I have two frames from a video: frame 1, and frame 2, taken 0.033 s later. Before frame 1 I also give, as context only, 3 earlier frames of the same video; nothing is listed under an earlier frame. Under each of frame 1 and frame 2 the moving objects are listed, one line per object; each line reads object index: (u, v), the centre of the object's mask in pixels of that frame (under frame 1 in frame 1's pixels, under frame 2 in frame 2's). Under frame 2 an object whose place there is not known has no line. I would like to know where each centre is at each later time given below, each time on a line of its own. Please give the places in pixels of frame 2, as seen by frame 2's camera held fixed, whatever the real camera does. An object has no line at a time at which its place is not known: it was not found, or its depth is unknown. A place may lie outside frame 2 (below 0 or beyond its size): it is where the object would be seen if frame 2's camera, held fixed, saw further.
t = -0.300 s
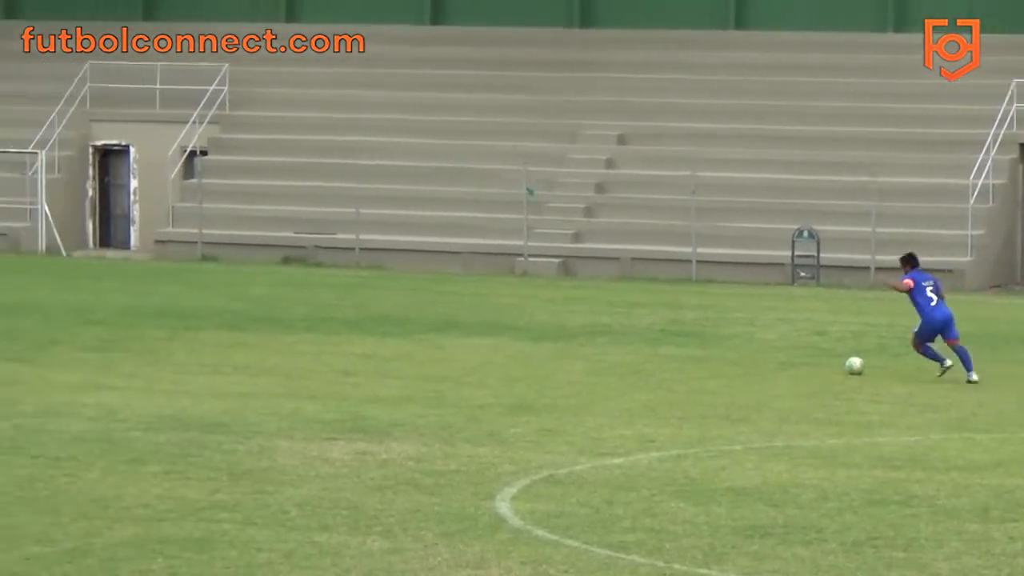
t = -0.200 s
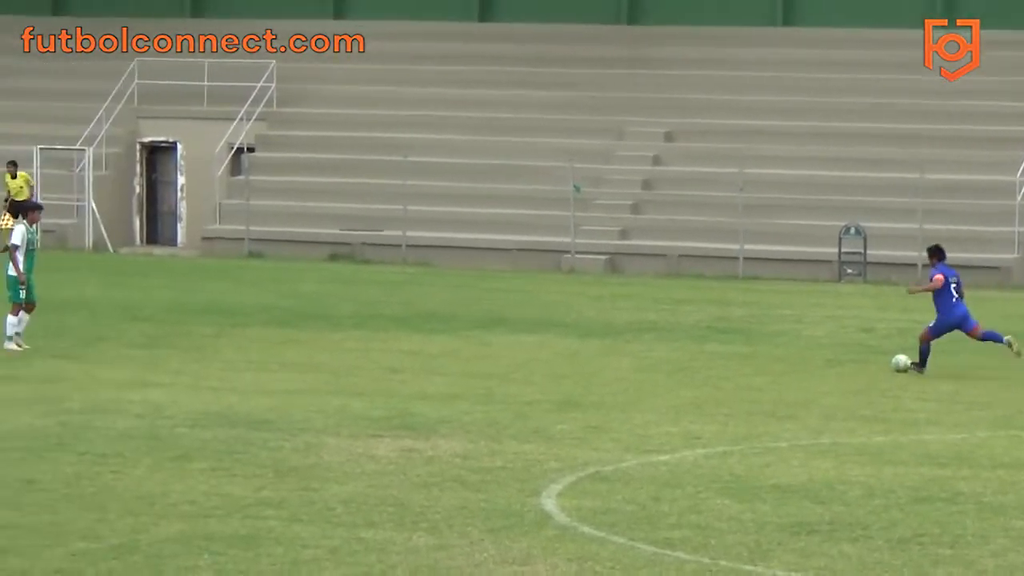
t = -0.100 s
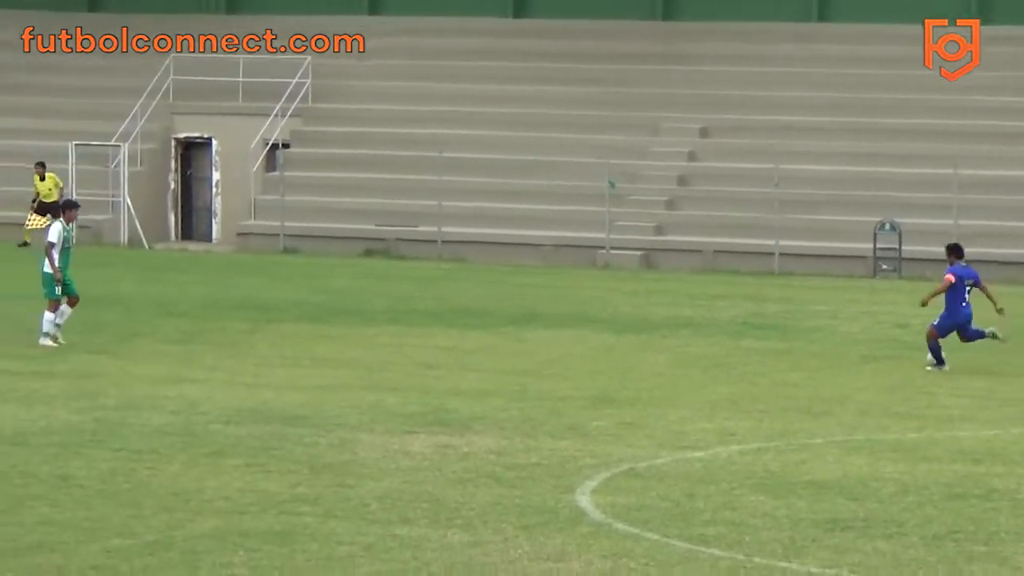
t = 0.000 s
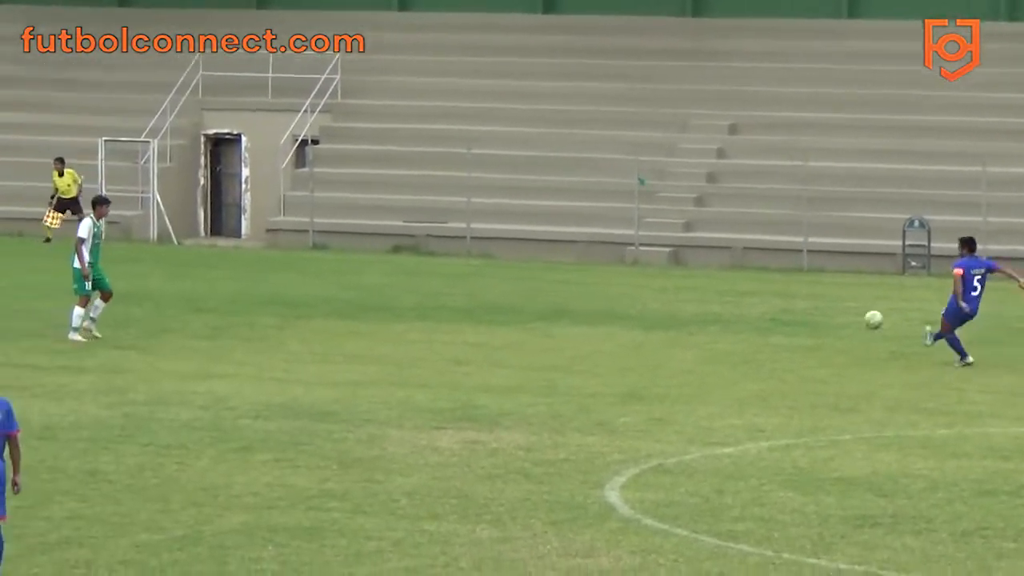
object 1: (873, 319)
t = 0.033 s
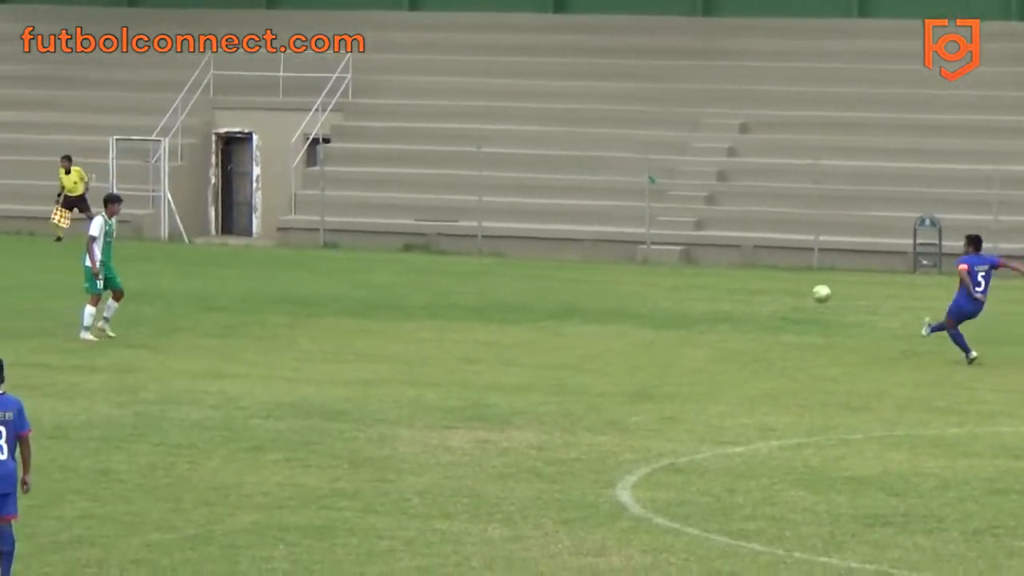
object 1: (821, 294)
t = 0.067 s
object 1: (763, 268)
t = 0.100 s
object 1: (706, 247)
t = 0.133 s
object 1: (651, 226)
